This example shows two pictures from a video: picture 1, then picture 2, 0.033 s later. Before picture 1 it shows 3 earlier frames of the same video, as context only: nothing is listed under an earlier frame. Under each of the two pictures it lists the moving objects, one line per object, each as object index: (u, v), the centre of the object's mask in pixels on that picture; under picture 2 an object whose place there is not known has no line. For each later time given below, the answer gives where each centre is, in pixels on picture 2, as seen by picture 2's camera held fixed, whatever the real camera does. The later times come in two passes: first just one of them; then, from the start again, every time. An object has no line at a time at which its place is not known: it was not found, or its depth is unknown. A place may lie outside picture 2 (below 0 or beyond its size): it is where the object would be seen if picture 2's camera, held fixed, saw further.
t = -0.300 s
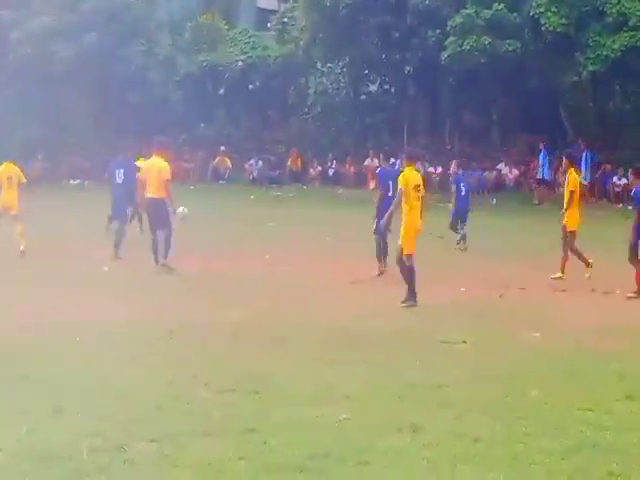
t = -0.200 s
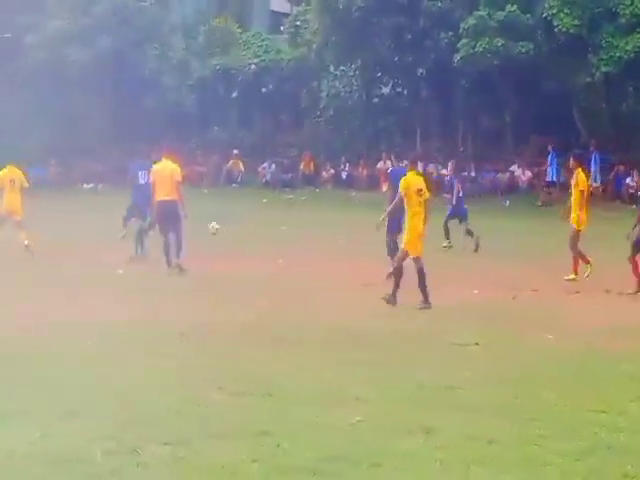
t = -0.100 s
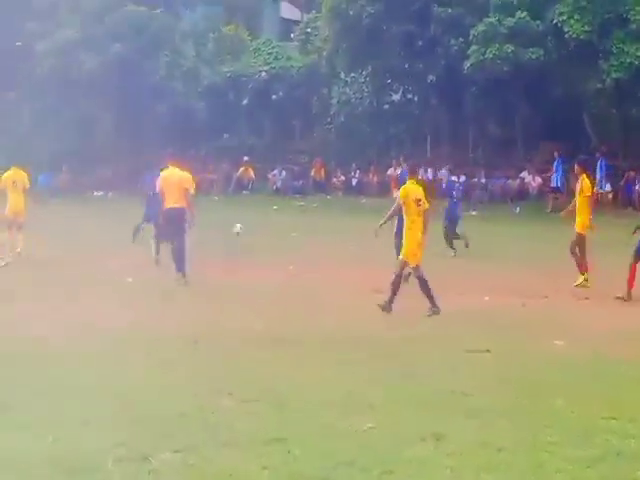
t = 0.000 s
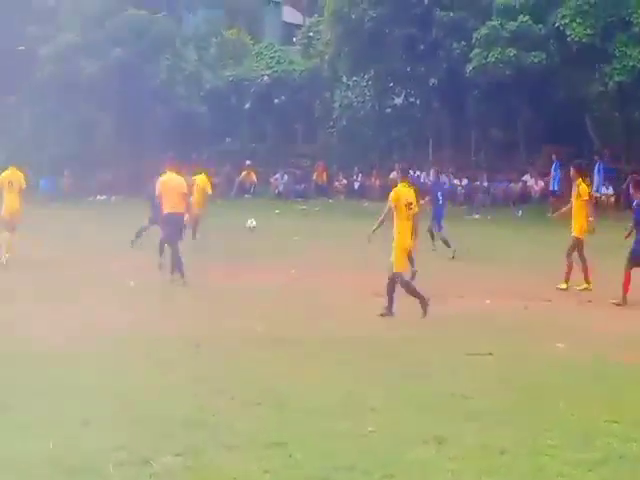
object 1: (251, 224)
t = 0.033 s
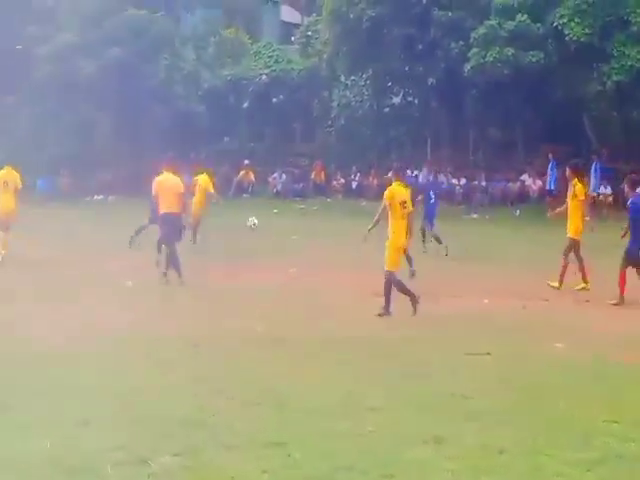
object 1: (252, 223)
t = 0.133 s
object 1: (264, 221)
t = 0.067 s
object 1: (257, 222)
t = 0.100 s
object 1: (260, 221)
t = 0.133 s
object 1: (264, 221)
